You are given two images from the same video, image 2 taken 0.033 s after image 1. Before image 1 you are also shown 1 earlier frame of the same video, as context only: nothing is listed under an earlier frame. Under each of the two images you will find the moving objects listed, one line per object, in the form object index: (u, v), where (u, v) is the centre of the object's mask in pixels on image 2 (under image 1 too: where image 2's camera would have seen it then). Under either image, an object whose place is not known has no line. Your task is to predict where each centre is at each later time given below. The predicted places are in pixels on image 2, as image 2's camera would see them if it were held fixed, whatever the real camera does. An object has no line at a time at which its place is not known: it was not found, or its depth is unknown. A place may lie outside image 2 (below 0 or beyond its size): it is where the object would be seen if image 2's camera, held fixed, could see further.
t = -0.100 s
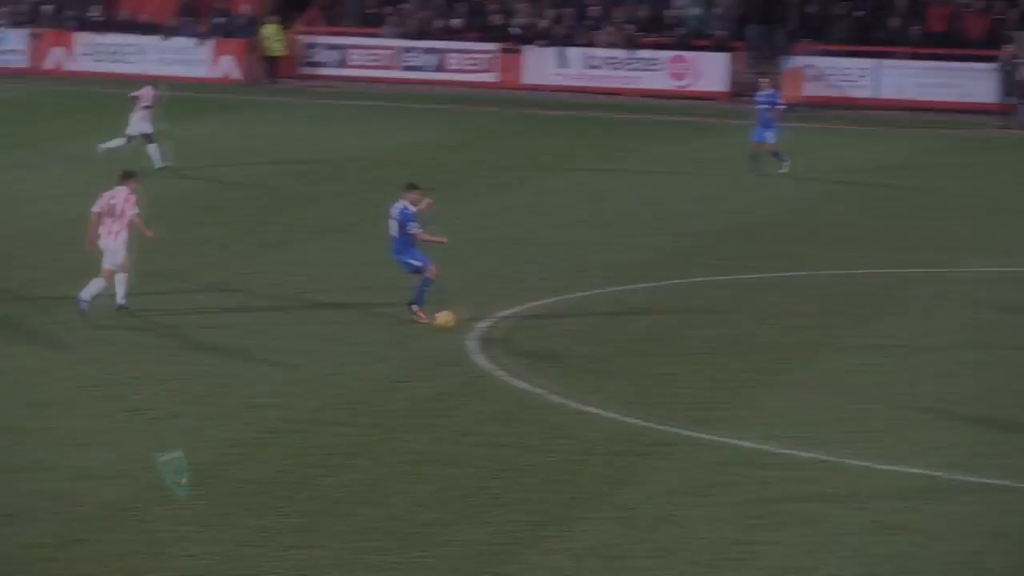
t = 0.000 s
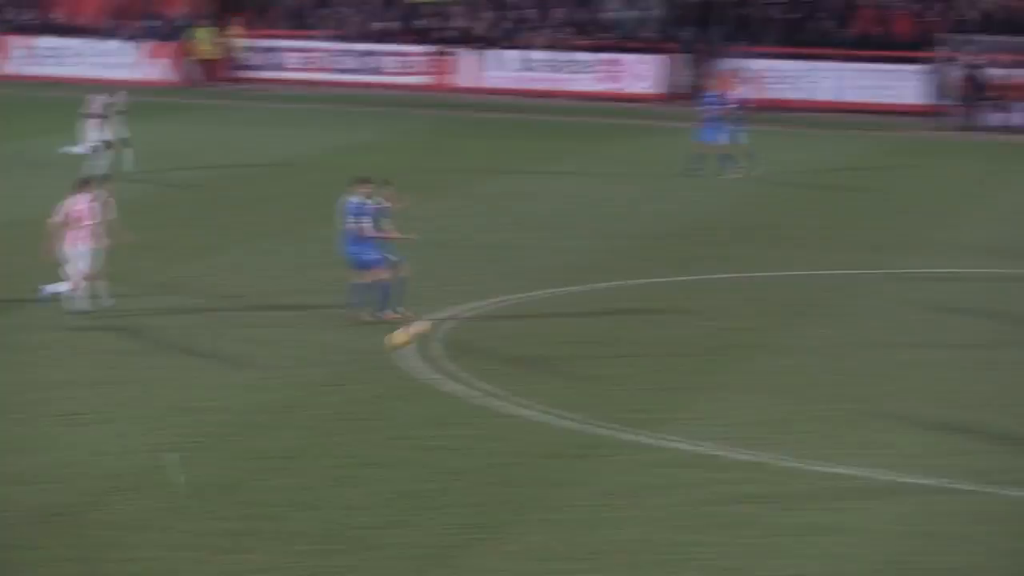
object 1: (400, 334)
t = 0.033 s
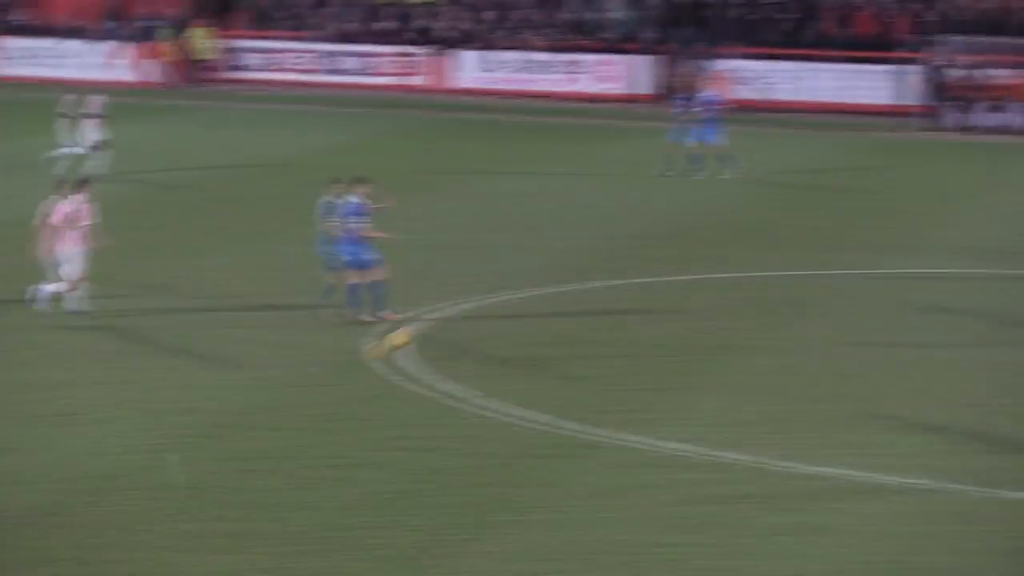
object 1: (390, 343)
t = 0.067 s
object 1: (406, 349)
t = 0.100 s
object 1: (416, 358)
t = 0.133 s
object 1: (420, 364)
